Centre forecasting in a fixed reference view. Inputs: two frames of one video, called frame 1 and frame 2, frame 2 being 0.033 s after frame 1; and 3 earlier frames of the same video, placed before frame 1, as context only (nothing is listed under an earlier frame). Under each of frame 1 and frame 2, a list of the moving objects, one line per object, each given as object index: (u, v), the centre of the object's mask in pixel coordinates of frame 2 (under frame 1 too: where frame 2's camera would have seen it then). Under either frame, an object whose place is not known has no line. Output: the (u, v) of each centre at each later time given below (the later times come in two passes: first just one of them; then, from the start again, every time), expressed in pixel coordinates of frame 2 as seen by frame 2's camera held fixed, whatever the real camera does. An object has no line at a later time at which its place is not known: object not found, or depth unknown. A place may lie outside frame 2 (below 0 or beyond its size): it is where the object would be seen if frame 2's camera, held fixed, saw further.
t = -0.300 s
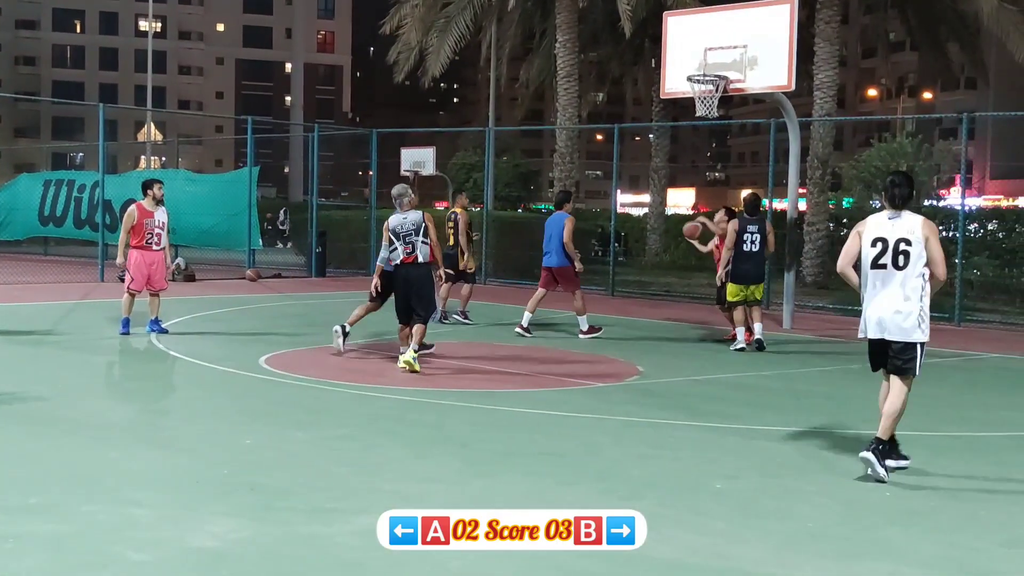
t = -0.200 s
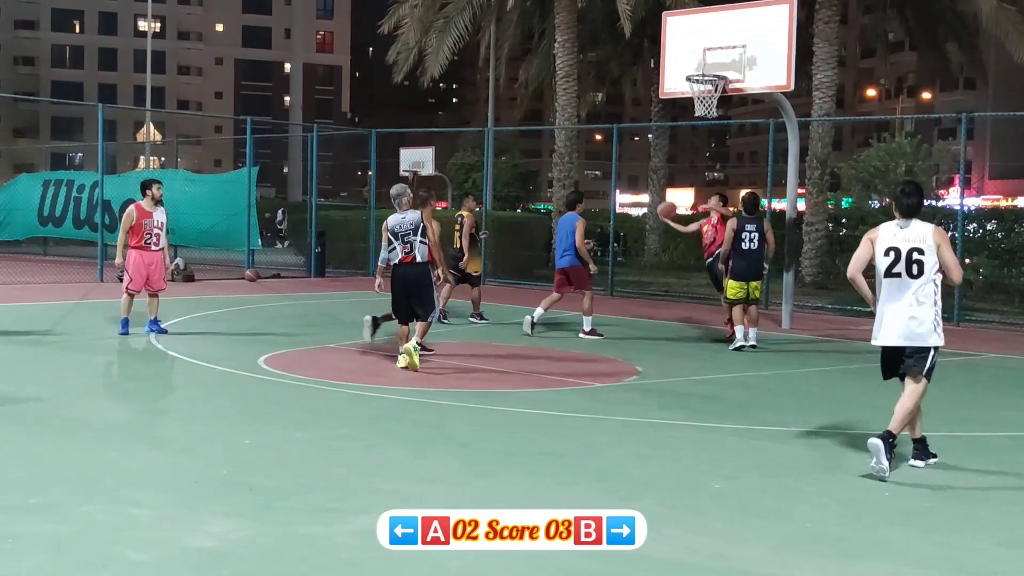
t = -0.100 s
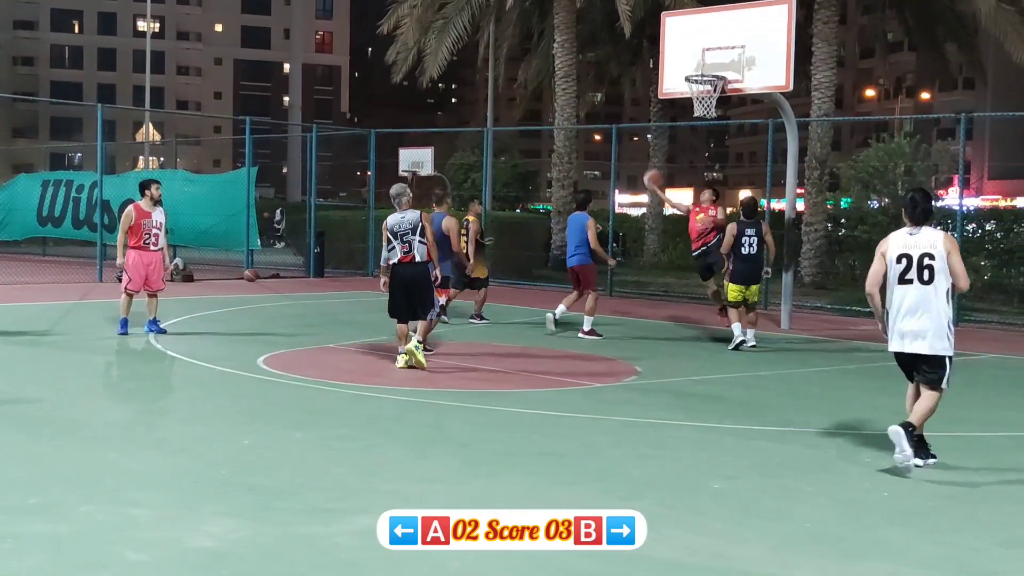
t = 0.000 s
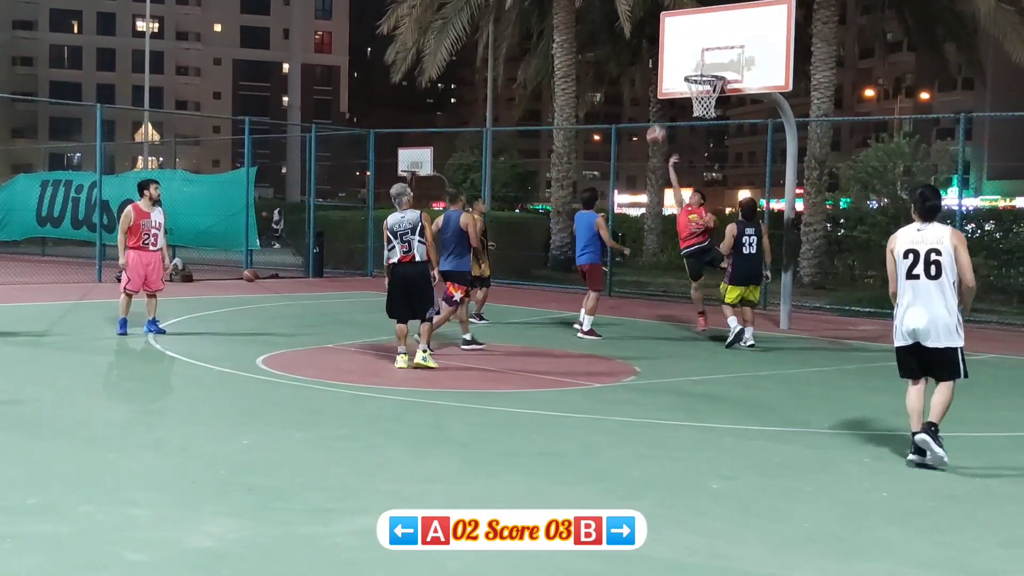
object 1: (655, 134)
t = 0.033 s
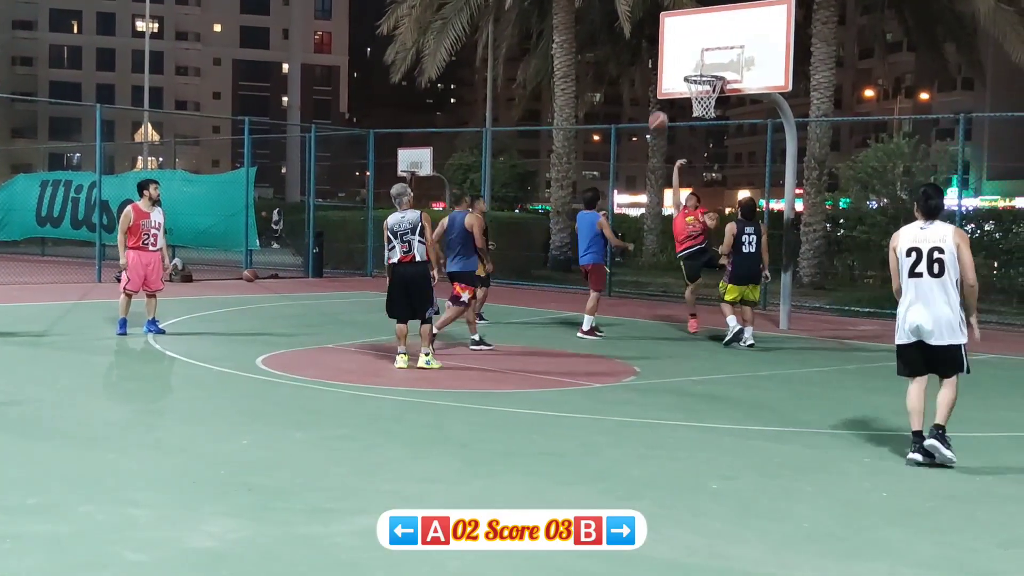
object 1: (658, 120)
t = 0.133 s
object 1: (665, 86)
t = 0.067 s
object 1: (660, 109)
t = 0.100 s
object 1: (662, 97)
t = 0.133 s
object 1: (665, 86)
